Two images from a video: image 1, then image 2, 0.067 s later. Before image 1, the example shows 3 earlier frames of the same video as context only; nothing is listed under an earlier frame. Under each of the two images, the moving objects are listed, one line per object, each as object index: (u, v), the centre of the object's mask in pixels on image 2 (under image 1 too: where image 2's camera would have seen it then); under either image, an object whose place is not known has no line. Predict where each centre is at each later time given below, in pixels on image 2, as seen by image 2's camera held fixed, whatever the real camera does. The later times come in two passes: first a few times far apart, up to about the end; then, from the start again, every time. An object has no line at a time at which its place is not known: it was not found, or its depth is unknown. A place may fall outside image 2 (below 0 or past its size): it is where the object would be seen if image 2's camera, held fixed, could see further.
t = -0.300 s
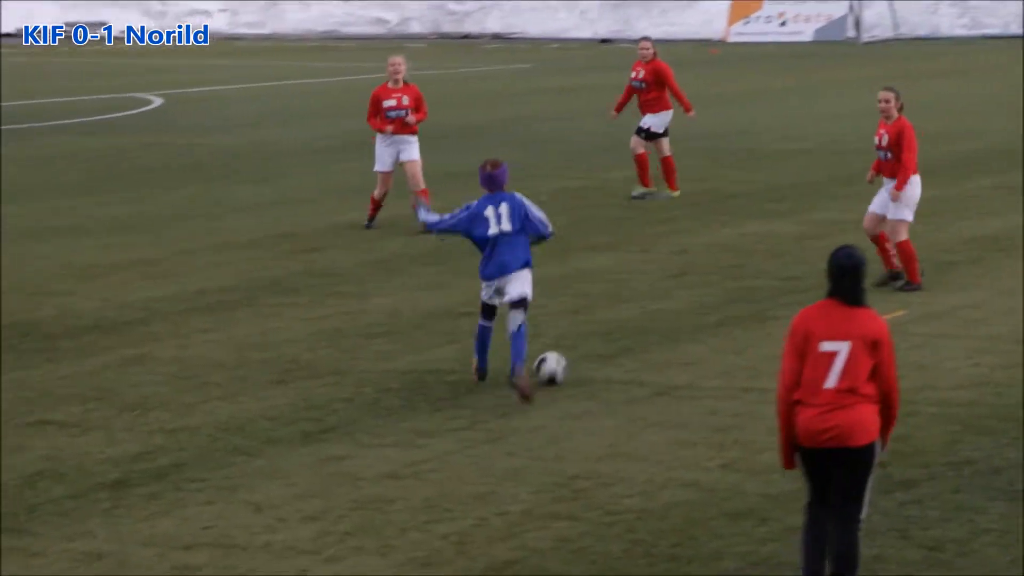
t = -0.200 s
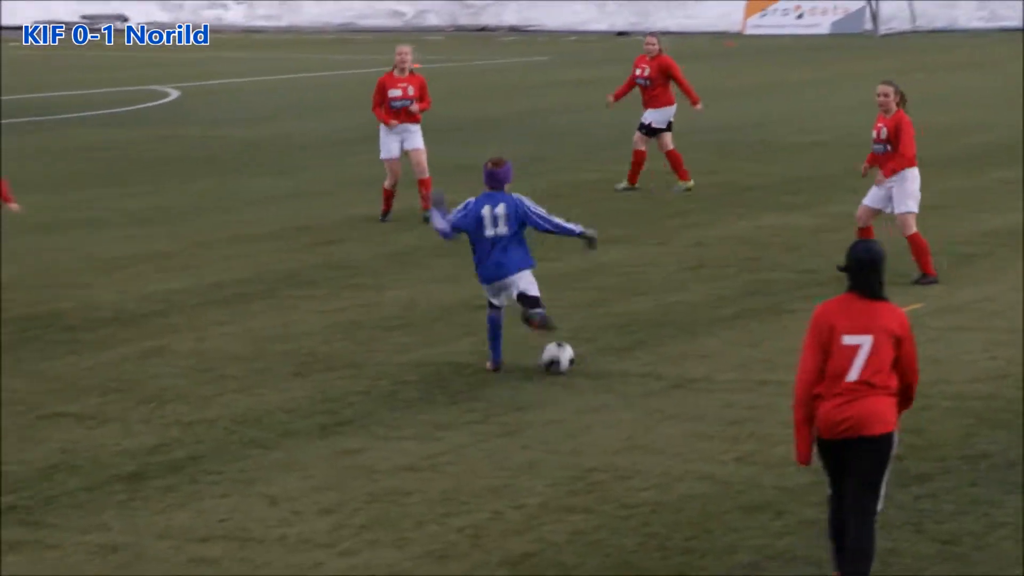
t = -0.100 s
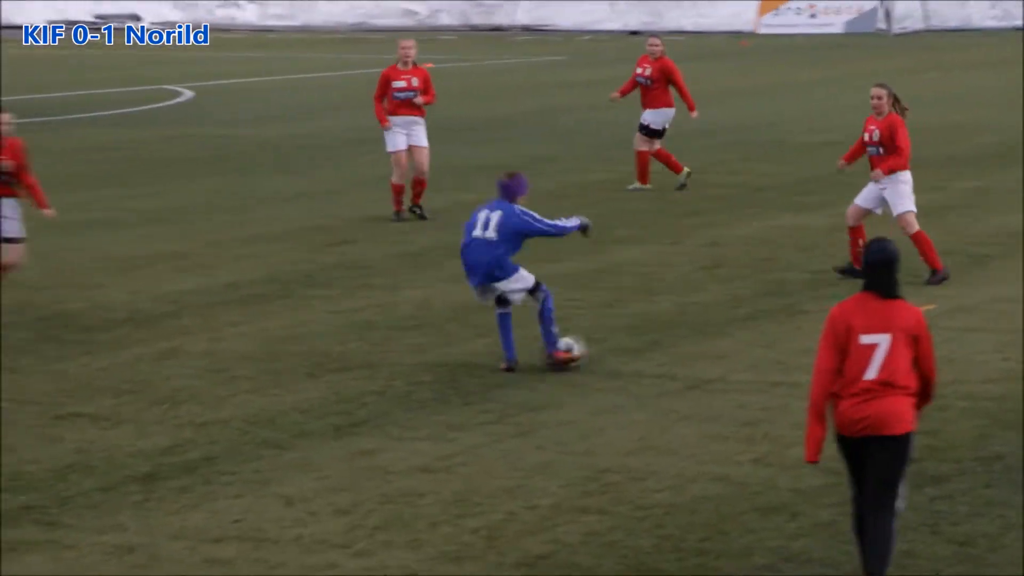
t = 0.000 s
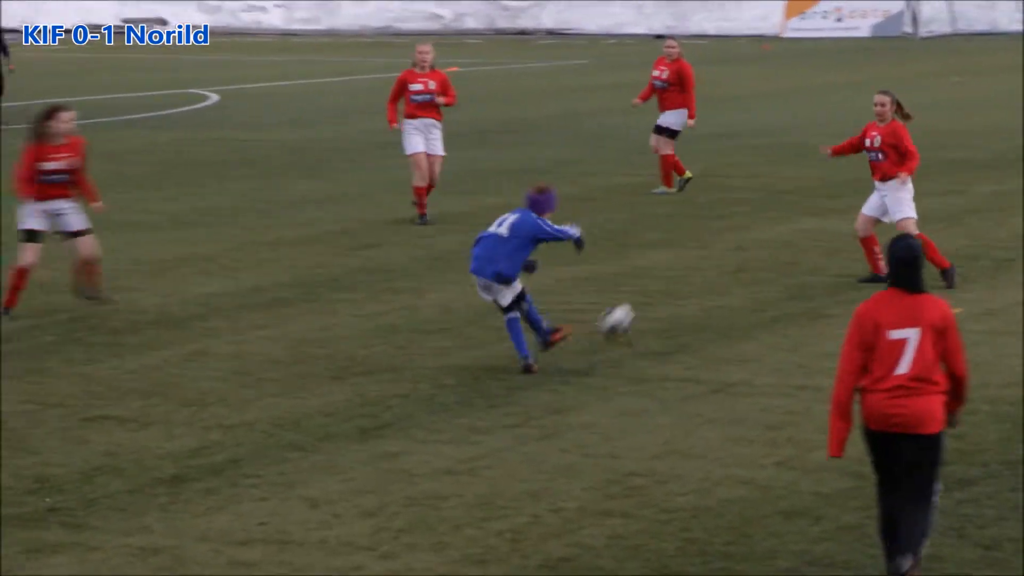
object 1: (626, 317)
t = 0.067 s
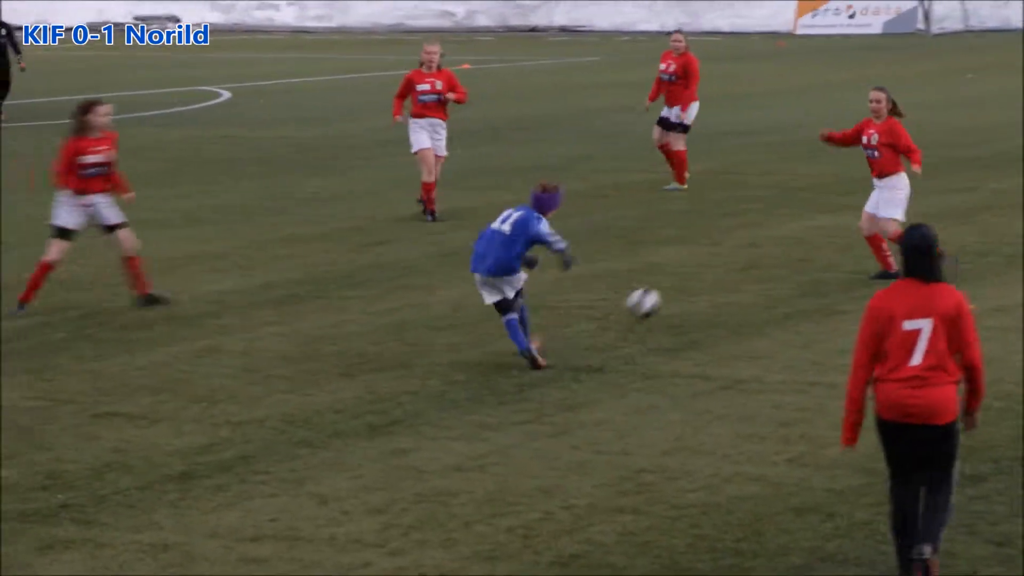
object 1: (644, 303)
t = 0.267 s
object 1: (676, 259)
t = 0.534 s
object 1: (702, 230)
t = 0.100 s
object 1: (649, 300)
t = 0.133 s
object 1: (655, 292)
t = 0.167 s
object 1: (663, 280)
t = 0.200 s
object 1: (668, 272)
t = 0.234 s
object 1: (673, 264)
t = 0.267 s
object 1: (676, 259)
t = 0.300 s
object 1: (682, 256)
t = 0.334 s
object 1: (685, 255)
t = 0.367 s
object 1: (689, 255)
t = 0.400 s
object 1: (692, 249)
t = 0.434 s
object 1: (696, 241)
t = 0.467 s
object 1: (698, 236)
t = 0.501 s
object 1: (700, 232)
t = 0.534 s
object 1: (702, 230)
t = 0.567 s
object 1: (705, 229)
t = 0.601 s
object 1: (706, 229)
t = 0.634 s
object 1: (709, 225)
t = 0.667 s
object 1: (711, 218)
